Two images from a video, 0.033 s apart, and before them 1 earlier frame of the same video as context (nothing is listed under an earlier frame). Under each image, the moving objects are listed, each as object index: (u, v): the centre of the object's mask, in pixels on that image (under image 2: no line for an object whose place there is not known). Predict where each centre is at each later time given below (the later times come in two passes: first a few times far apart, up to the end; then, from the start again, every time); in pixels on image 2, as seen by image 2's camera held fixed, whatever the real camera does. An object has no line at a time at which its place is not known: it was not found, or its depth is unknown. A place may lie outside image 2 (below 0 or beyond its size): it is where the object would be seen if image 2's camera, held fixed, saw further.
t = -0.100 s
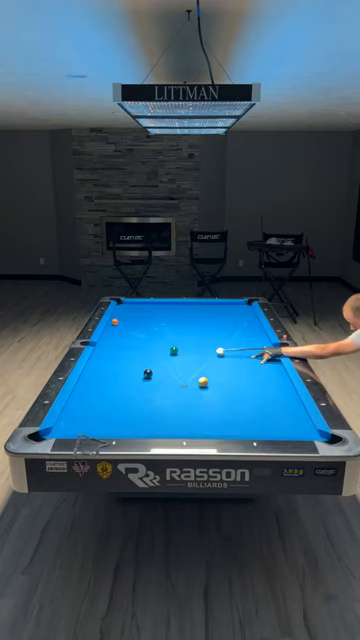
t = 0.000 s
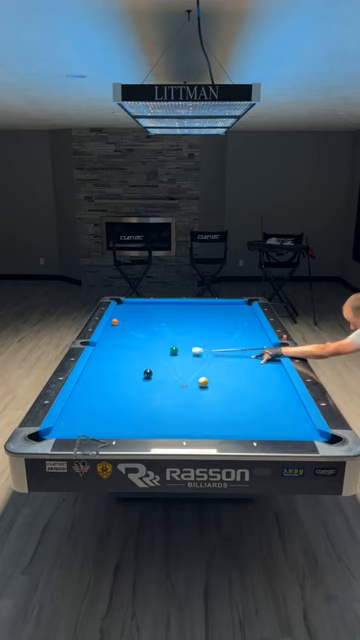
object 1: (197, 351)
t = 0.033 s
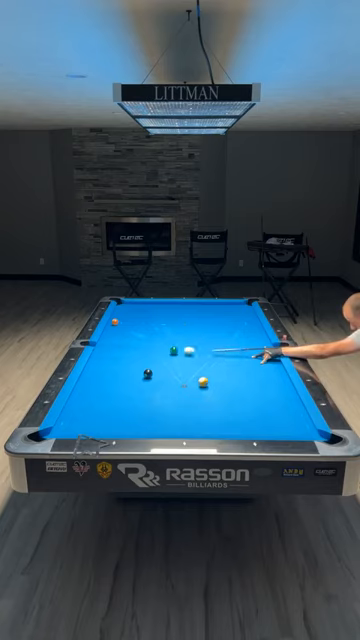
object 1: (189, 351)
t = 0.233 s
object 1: (176, 352)
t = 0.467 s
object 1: (161, 353)
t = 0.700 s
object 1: (147, 354)
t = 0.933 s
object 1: (133, 355)
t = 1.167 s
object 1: (120, 356)
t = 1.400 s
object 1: (108, 357)
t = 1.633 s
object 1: (96, 358)
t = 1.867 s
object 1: (97, 358)
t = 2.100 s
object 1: (103, 358)
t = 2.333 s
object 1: (108, 358)
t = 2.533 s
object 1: (112, 357)
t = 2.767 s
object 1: (116, 357)
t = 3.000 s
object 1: (119, 357)
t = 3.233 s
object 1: (121, 357)
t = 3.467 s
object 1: (123, 357)
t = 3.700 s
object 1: (123, 357)
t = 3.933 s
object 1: (124, 357)
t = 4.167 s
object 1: (124, 357)
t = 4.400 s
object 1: (124, 357)
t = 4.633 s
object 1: (124, 357)
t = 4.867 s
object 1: (124, 357)
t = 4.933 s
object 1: (124, 357)
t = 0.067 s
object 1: (182, 351)
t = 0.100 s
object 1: (181, 351)
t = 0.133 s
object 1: (180, 351)
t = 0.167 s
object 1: (179, 352)
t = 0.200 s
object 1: (178, 352)
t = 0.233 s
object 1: (176, 352)
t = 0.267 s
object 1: (173, 352)
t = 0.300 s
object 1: (172, 352)
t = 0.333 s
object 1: (169, 352)
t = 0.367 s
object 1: (167, 352)
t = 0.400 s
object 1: (165, 352)
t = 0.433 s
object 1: (163, 353)
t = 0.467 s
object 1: (161, 353)
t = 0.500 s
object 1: (159, 353)
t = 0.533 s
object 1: (157, 353)
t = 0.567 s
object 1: (155, 354)
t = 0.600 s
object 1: (153, 354)
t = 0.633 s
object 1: (151, 354)
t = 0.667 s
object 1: (149, 354)
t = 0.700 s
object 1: (147, 354)
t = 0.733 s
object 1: (145, 354)
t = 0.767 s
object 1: (143, 354)
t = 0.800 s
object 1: (141, 354)
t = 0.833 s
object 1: (139, 354)
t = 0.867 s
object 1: (137, 355)
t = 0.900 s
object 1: (135, 355)
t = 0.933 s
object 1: (133, 355)
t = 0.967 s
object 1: (131, 355)
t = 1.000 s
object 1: (129, 355)
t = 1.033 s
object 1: (127, 356)
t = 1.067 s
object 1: (126, 356)
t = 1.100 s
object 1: (124, 356)
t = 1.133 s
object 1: (122, 356)
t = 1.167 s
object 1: (120, 356)
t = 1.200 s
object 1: (118, 356)
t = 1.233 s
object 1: (117, 356)
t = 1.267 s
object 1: (115, 356)
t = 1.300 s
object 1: (113, 356)
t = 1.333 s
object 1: (111, 357)
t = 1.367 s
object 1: (109, 357)
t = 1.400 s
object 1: (108, 357)
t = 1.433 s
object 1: (106, 357)
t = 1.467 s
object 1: (104, 357)
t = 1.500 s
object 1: (103, 357)
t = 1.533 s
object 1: (101, 357)
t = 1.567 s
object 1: (99, 358)
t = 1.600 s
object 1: (98, 358)
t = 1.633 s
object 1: (96, 358)
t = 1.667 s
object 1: (94, 358)
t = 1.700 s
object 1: (93, 358)
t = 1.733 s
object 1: (94, 358)
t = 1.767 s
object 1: (94, 358)
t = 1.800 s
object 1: (95, 358)
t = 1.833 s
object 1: (96, 358)
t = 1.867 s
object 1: (97, 358)
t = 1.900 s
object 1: (99, 358)
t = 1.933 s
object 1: (99, 358)
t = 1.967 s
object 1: (100, 358)
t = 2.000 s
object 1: (101, 358)
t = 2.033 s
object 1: (102, 358)
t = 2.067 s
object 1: (103, 358)
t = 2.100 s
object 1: (103, 358)
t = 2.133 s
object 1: (104, 358)
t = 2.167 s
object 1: (105, 358)
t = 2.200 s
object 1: (106, 358)
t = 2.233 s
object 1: (106, 358)
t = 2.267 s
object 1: (107, 358)
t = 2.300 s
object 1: (108, 358)
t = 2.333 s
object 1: (108, 358)
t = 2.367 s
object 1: (109, 357)
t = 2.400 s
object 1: (109, 358)
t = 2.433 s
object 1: (110, 357)
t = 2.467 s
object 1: (111, 358)
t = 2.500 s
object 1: (112, 358)
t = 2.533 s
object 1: (112, 357)
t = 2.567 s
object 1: (113, 357)
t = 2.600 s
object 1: (113, 357)
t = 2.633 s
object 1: (114, 357)
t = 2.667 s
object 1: (114, 357)
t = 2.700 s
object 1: (115, 357)
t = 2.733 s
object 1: (116, 357)
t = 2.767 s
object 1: (116, 357)
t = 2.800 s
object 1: (117, 357)
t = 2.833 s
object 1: (117, 357)
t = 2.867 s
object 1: (117, 357)
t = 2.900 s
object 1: (118, 357)
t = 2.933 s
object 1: (118, 357)
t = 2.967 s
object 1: (119, 357)
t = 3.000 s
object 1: (119, 357)
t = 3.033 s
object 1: (119, 357)
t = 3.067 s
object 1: (120, 357)
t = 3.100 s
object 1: (120, 357)
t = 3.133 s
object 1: (120, 357)
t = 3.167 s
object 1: (121, 357)
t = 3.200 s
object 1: (121, 357)
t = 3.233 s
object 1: (121, 357)
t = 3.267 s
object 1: (122, 357)
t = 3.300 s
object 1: (122, 357)
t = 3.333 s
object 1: (122, 357)
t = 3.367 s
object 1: (122, 357)
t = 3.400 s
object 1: (122, 357)
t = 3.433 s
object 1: (123, 357)
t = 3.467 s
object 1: (123, 357)
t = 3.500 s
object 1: (123, 357)
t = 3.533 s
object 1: (123, 357)
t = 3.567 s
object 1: (123, 357)
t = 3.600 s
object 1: (123, 357)
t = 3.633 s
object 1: (123, 357)
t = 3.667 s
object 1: (123, 357)
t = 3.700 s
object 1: (123, 357)
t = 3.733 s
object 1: (123, 357)
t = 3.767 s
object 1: (123, 357)
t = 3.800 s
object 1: (124, 357)
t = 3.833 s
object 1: (124, 357)
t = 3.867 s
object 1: (124, 357)
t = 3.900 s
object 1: (124, 357)
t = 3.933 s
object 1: (124, 357)
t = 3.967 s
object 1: (124, 357)
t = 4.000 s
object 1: (124, 357)
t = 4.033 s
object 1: (124, 357)
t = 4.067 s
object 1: (124, 357)
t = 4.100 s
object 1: (124, 357)
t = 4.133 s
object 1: (124, 357)
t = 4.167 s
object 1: (124, 357)
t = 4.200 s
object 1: (124, 357)
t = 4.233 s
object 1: (124, 357)
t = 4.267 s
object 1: (124, 357)
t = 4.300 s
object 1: (124, 357)
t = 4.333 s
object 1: (124, 357)
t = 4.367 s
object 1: (124, 357)
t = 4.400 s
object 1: (124, 357)
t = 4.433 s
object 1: (124, 357)
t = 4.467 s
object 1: (124, 357)
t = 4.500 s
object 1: (124, 357)
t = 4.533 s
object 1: (124, 357)
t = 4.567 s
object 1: (124, 357)
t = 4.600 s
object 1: (124, 357)
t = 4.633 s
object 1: (124, 357)
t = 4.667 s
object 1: (124, 357)
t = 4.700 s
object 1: (124, 357)
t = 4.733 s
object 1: (124, 357)
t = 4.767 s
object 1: (124, 357)
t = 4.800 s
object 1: (124, 357)
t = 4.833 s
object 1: (124, 357)
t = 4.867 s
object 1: (124, 357)
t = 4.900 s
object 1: (124, 357)
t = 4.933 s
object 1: (124, 357)
